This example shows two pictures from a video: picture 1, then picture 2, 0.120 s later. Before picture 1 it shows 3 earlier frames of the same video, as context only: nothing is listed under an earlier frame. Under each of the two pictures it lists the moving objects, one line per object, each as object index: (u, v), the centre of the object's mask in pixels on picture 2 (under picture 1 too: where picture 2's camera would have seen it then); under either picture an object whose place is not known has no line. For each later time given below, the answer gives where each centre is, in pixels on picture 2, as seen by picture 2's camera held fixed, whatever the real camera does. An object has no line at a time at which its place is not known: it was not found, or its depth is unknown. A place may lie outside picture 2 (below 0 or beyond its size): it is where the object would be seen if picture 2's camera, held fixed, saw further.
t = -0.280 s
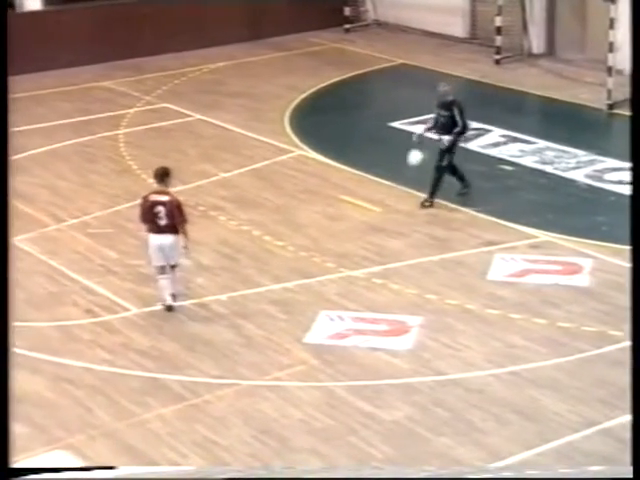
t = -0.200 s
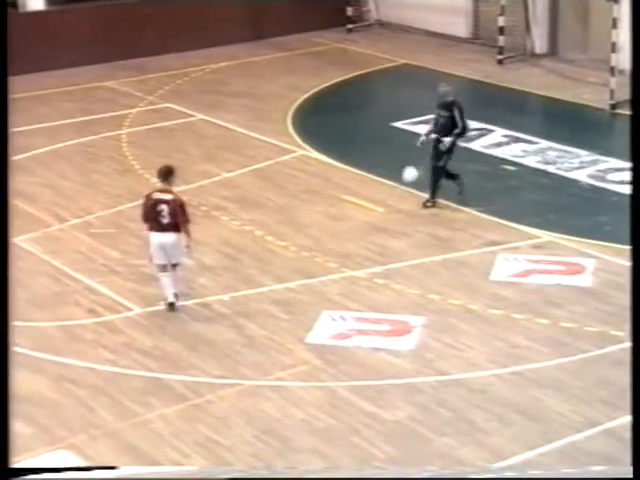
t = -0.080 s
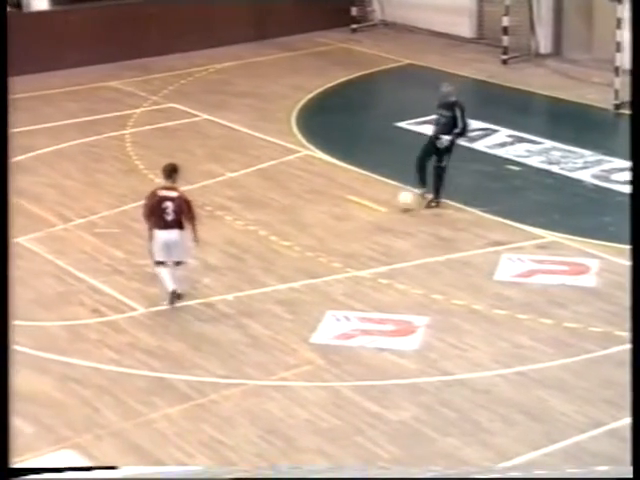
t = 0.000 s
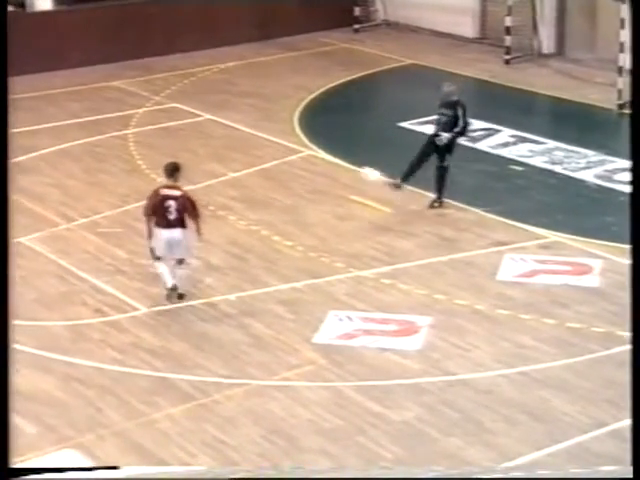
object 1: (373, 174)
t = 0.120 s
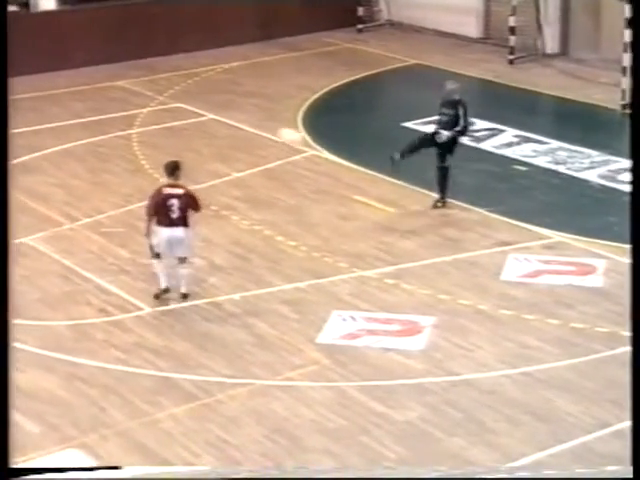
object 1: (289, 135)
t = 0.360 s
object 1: (98, 73)
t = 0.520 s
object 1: (-47, 45)
